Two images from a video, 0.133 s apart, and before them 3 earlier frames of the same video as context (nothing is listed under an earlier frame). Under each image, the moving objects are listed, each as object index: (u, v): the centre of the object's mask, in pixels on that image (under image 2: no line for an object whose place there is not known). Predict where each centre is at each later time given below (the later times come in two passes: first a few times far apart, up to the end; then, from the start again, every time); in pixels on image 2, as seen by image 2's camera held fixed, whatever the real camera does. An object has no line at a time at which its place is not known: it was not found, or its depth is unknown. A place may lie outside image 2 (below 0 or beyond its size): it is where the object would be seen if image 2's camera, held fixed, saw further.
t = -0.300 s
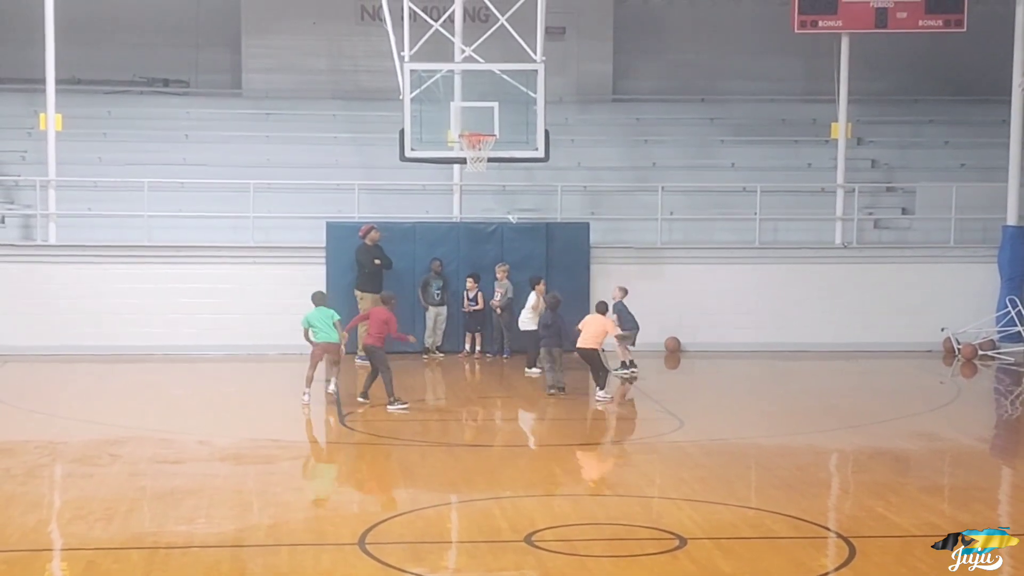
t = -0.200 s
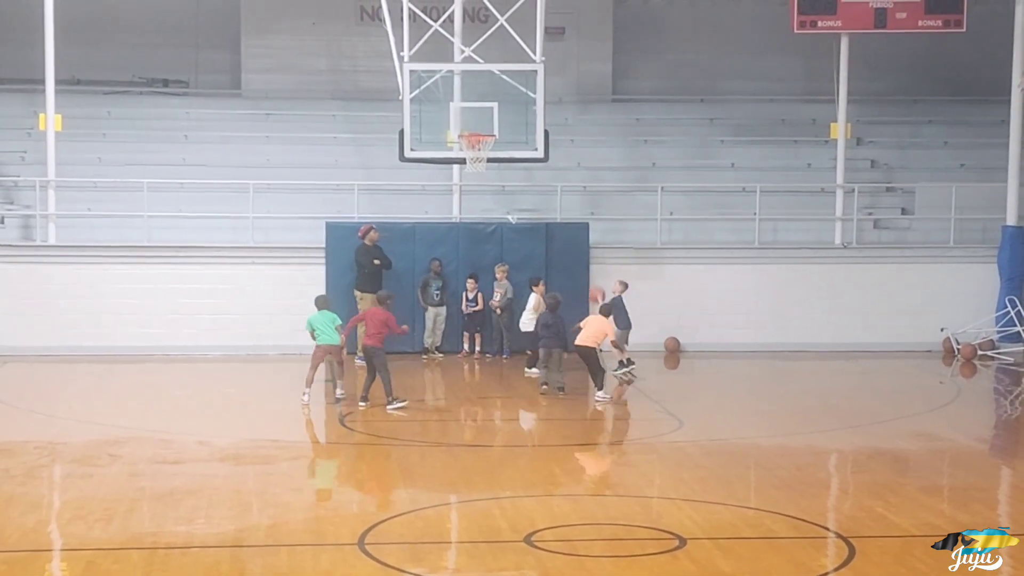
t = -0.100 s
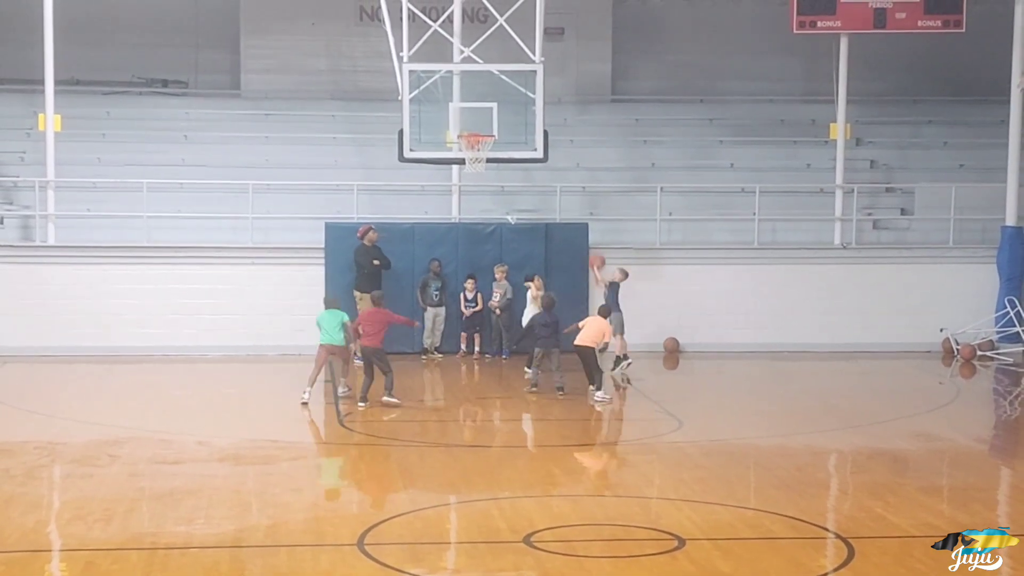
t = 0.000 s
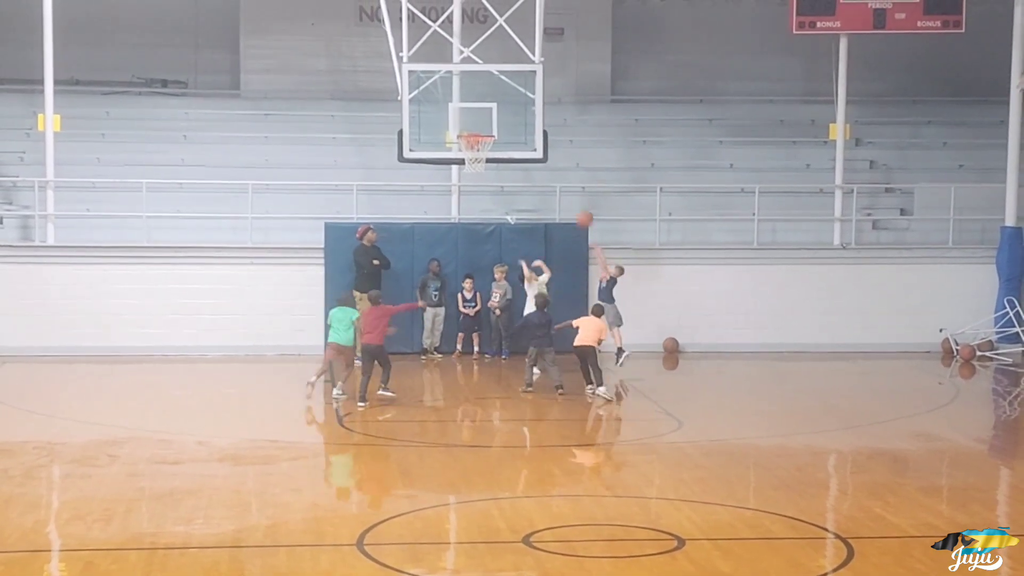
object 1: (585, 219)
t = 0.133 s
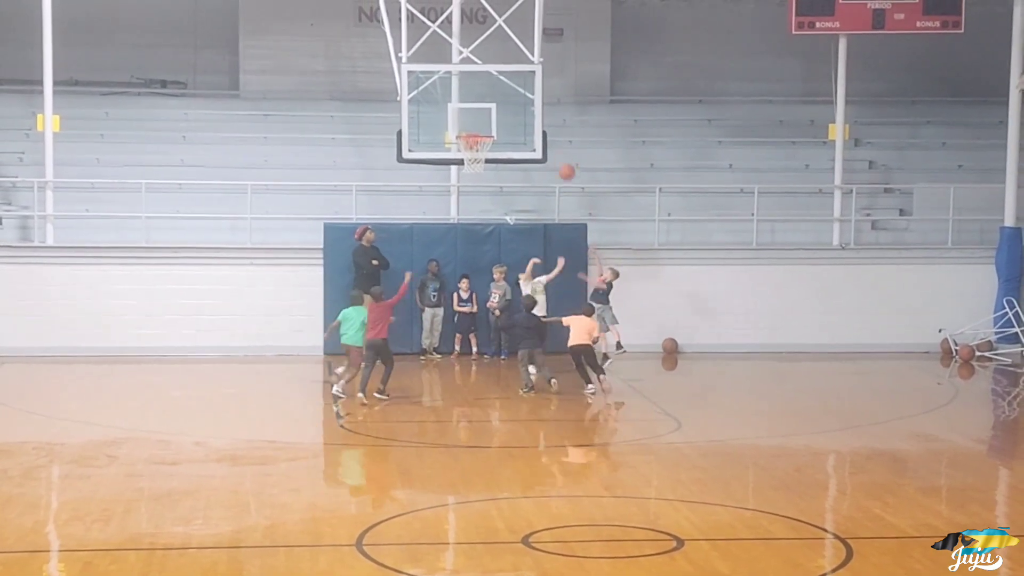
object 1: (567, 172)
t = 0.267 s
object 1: (550, 138)
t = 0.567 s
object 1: (510, 111)
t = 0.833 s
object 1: (487, 119)
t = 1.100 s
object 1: (490, 125)
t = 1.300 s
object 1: (486, 123)
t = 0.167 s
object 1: (563, 162)
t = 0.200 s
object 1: (559, 153)
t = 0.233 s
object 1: (554, 145)
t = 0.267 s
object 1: (550, 138)
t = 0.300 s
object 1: (545, 132)
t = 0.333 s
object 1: (541, 127)
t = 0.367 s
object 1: (536, 122)
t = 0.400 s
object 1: (532, 118)
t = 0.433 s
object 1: (528, 115)
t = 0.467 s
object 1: (525, 113)
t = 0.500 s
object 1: (519, 111)
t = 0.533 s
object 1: (514, 111)
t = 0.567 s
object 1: (510, 111)
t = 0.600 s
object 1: (506, 112)
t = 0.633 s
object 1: (502, 115)
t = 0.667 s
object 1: (497, 118)
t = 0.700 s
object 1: (492, 121)
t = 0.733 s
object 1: (488, 126)
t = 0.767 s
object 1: (487, 125)
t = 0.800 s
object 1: (487, 121)
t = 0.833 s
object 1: (487, 119)
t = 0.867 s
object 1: (487, 117)
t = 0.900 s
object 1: (488, 117)
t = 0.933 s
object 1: (488, 117)
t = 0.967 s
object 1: (489, 118)
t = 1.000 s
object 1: (489, 119)
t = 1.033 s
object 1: (490, 122)
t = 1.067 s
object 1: (490, 126)
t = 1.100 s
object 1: (490, 125)
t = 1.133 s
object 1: (490, 123)
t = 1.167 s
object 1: (489, 121)
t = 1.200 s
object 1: (489, 121)
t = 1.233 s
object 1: (488, 121)
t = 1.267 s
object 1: (487, 121)
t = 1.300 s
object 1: (486, 123)
